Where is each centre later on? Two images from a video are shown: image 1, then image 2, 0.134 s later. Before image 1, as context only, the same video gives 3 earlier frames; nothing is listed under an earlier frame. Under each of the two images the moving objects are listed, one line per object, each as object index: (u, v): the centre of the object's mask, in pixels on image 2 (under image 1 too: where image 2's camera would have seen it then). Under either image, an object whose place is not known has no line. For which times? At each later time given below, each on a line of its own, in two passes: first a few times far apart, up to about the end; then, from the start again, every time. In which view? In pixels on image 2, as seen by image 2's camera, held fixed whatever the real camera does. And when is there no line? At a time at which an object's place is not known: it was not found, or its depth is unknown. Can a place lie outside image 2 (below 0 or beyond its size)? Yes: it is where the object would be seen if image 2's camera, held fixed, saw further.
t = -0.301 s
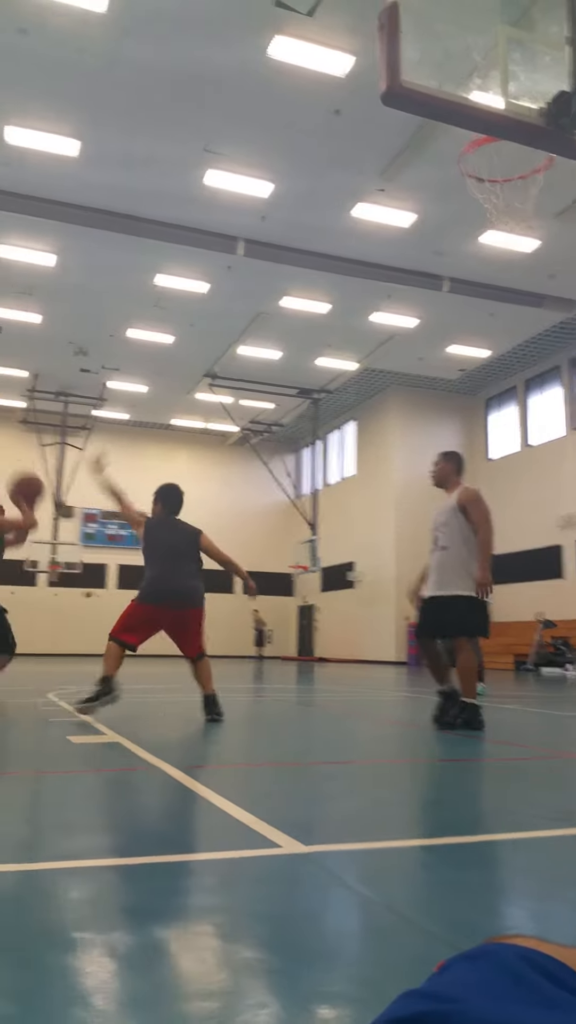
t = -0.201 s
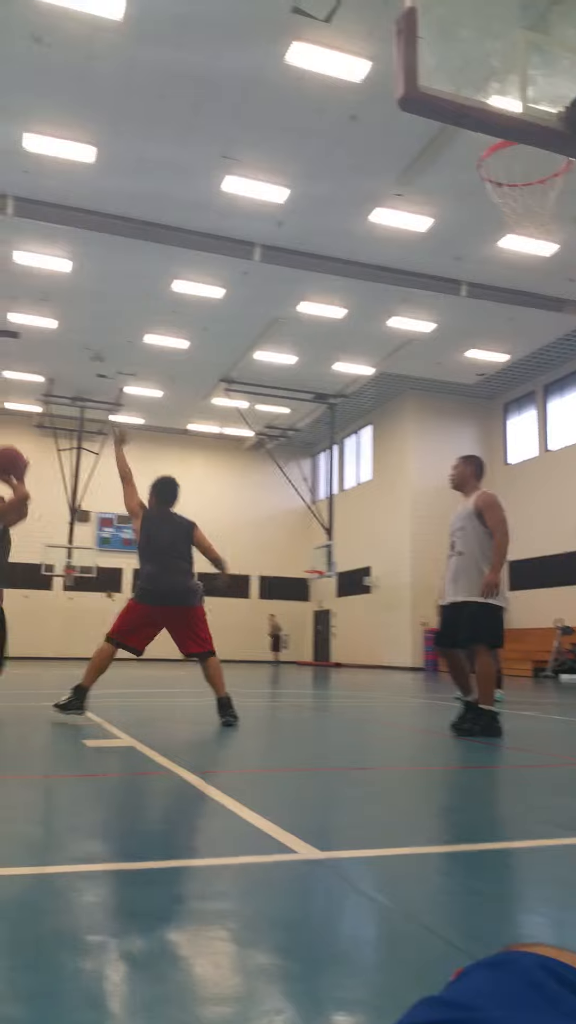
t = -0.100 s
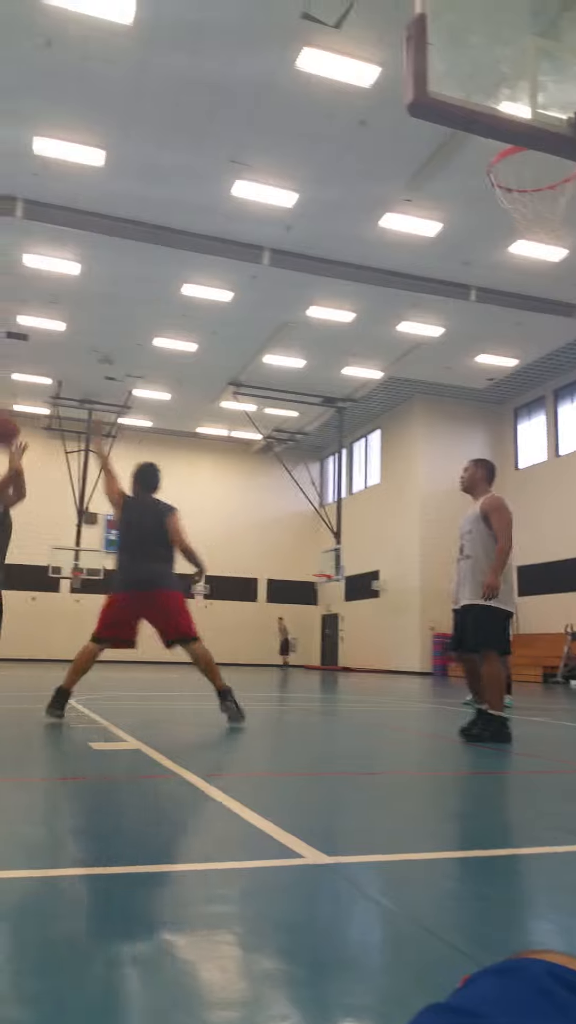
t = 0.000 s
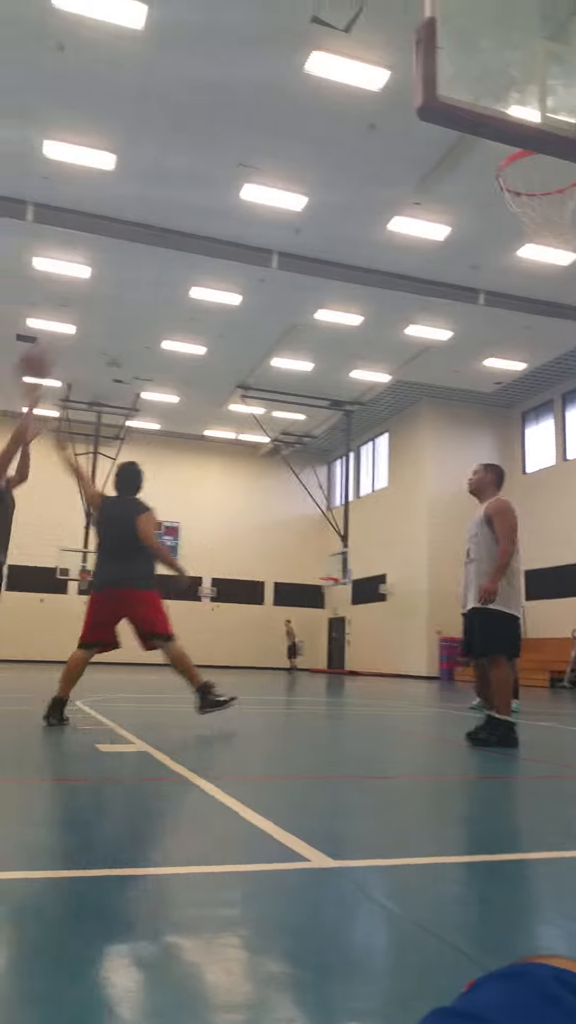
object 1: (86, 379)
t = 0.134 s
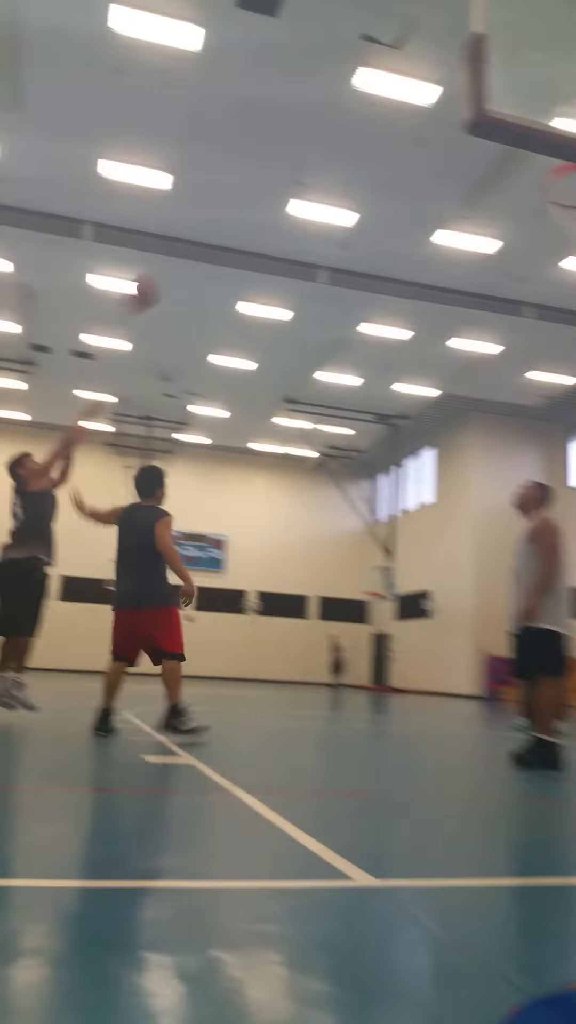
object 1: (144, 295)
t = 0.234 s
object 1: (176, 240)
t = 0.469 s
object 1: (270, 147)
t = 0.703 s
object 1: (378, 122)
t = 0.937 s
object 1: (504, 176)
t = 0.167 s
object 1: (156, 274)
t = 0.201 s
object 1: (166, 257)
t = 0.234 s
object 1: (176, 240)
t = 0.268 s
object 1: (188, 222)
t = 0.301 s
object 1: (202, 207)
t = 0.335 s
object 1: (214, 193)
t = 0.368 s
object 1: (229, 179)
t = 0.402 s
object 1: (241, 168)
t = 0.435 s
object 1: (255, 156)
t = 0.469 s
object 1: (270, 147)
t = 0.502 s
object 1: (276, 138)
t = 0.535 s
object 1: (294, 131)
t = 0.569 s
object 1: (308, 128)
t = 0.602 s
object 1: (325, 124)
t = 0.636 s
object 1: (346, 122)
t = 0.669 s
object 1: (362, 122)
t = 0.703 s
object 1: (378, 122)
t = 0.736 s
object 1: (395, 125)
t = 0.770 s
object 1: (412, 128)
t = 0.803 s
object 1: (430, 134)
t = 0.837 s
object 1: (447, 142)
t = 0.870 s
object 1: (464, 153)
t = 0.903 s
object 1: (485, 164)
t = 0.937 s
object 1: (504, 176)
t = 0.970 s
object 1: (525, 195)
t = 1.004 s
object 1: (546, 212)
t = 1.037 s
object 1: (567, 234)
